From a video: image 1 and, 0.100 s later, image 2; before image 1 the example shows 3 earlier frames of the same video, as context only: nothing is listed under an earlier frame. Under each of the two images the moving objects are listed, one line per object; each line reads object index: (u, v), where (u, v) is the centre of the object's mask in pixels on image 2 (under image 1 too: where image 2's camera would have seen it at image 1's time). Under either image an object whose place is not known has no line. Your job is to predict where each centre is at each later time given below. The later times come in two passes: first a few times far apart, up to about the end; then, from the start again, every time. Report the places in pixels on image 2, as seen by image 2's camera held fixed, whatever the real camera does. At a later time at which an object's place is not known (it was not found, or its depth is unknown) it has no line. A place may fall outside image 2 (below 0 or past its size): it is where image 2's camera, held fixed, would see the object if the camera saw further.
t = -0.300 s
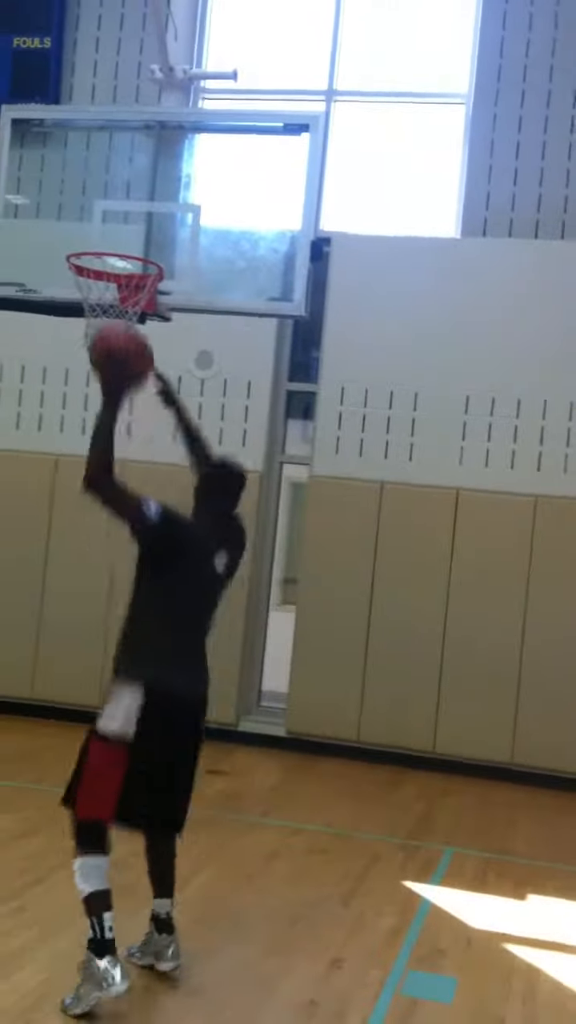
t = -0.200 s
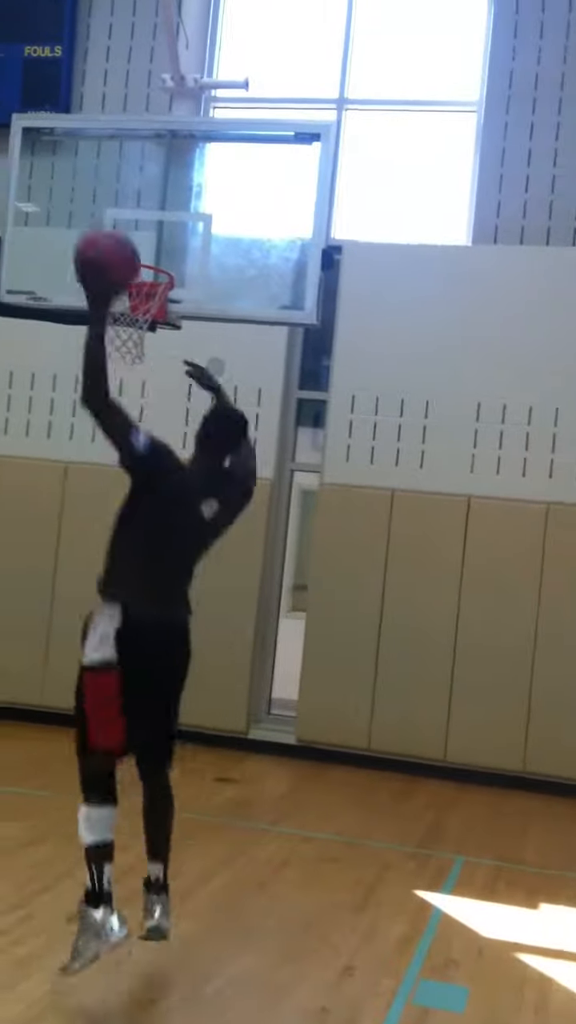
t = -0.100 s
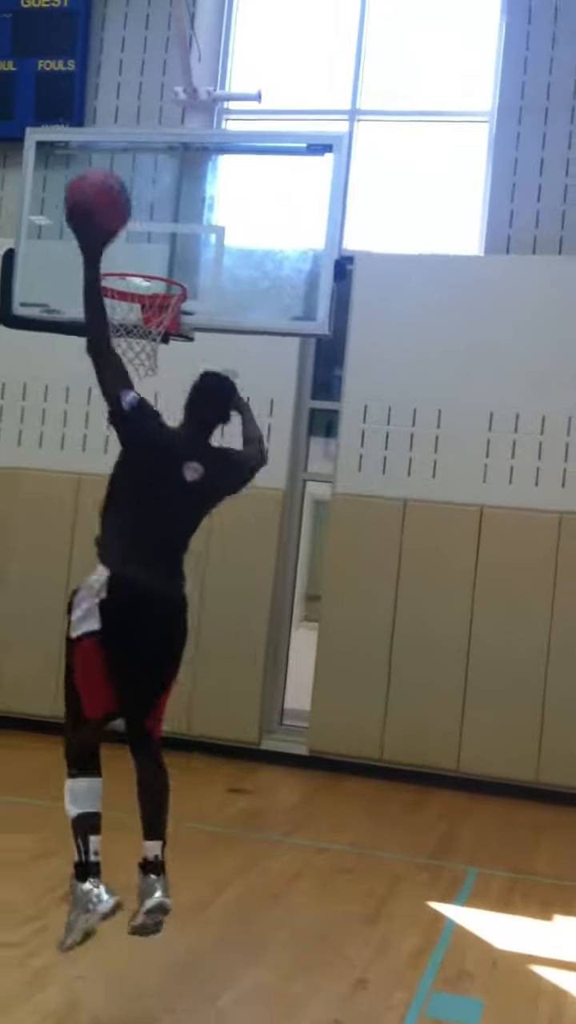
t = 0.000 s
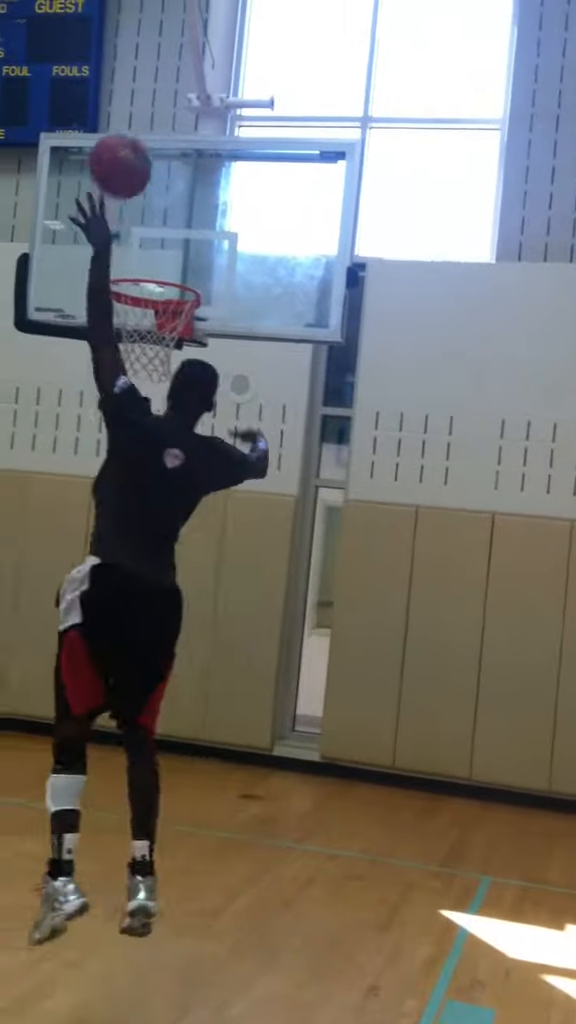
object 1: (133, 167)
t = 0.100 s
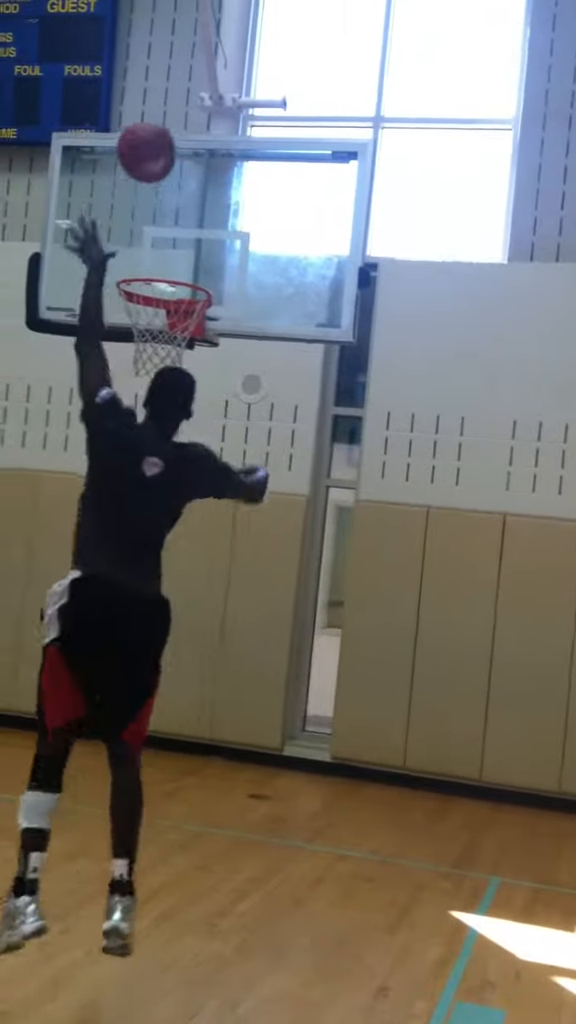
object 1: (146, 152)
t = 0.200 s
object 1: (157, 163)
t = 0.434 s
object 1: (168, 260)
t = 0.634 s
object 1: (176, 244)
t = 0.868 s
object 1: (171, 327)
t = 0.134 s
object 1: (147, 155)
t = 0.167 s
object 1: (151, 158)
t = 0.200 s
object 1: (157, 163)
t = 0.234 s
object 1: (159, 170)
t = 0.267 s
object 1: (159, 181)
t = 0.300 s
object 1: (164, 193)
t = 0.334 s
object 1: (166, 206)
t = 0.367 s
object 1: (166, 223)
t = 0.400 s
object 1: (167, 240)
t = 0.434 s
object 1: (168, 260)
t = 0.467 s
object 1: (170, 260)
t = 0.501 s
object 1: (171, 253)
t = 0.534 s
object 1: (173, 247)
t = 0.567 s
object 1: (174, 244)
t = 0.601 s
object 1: (175, 243)
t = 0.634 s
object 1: (176, 244)
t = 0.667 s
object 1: (175, 247)
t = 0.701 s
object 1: (174, 253)
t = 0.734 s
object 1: (175, 261)
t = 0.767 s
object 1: (176, 273)
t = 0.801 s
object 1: (175, 288)
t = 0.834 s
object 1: (171, 305)
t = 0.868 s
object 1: (171, 327)
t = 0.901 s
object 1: (169, 352)
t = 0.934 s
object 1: (169, 380)
